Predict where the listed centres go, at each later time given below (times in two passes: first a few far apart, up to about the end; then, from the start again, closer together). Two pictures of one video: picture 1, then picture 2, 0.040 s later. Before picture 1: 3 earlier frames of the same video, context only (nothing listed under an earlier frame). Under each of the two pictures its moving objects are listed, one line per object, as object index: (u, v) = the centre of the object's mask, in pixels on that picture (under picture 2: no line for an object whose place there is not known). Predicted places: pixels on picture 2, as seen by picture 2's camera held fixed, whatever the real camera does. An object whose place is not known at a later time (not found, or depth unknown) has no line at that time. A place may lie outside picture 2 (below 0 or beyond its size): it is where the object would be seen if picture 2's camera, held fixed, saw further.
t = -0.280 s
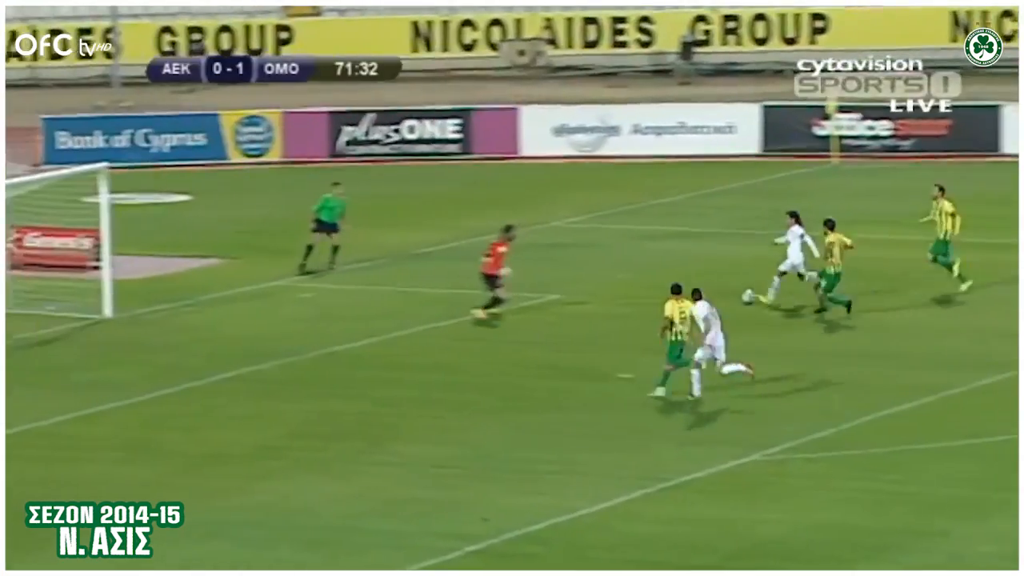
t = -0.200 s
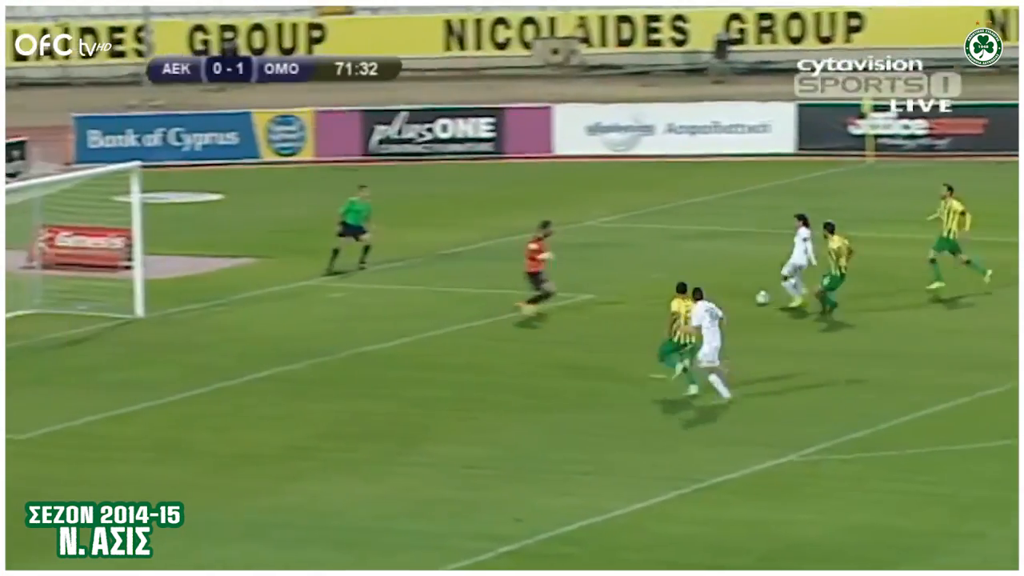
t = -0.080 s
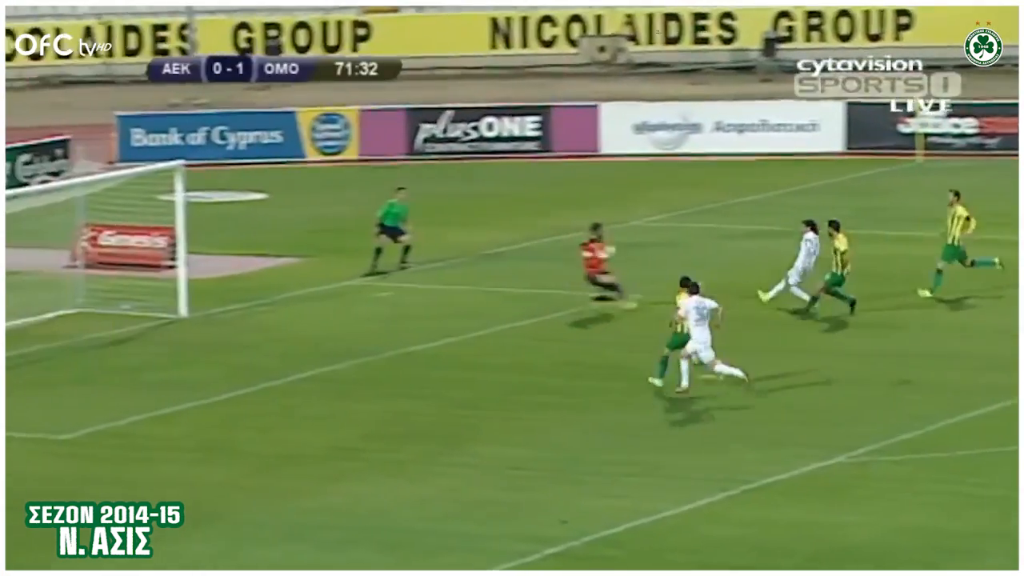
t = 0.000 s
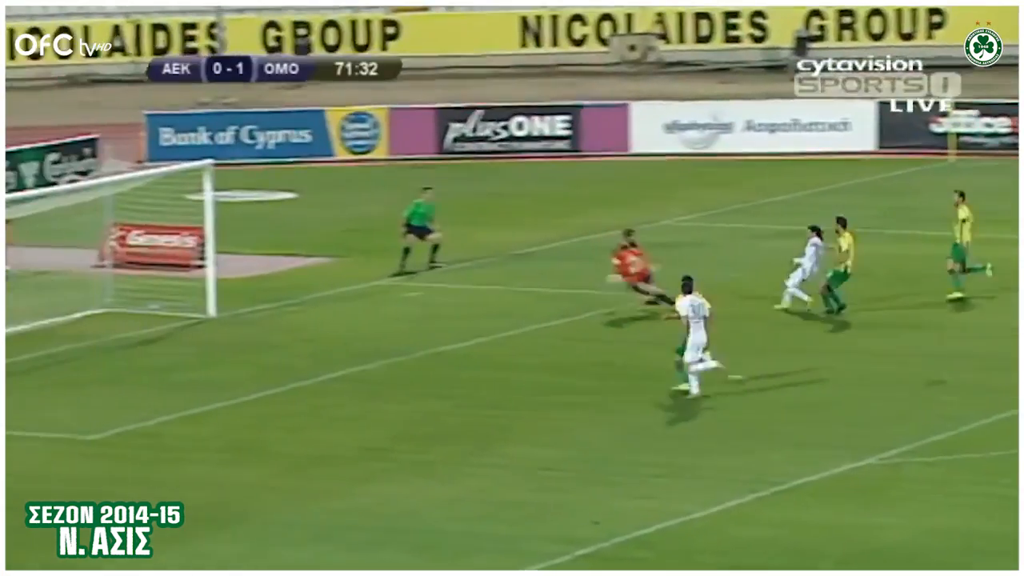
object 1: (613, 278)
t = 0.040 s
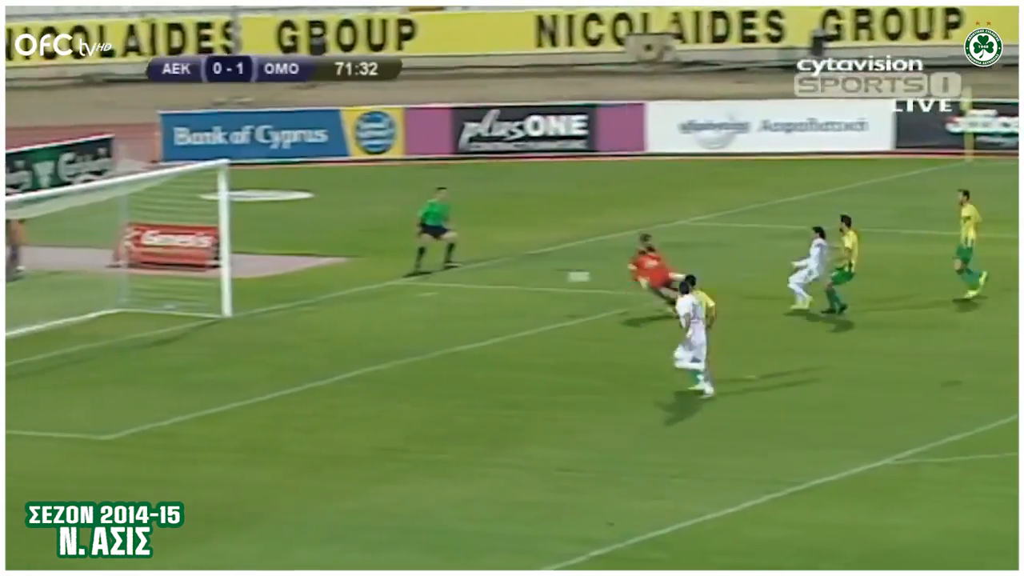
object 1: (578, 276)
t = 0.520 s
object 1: (17, 311)
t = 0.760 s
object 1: (19, 314)
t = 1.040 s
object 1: (31, 327)
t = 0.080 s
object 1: (526, 275)
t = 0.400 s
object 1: (119, 294)
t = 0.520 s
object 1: (17, 311)
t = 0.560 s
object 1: (14, 311)
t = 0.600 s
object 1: (13, 312)
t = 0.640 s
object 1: (13, 312)
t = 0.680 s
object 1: (15, 312)
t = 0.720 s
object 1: (17, 313)
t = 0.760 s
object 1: (19, 314)
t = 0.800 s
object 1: (21, 317)
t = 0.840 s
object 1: (23, 320)
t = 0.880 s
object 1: (25, 326)
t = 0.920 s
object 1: (27, 329)
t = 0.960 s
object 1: (28, 328)
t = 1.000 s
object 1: (30, 327)
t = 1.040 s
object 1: (31, 327)
